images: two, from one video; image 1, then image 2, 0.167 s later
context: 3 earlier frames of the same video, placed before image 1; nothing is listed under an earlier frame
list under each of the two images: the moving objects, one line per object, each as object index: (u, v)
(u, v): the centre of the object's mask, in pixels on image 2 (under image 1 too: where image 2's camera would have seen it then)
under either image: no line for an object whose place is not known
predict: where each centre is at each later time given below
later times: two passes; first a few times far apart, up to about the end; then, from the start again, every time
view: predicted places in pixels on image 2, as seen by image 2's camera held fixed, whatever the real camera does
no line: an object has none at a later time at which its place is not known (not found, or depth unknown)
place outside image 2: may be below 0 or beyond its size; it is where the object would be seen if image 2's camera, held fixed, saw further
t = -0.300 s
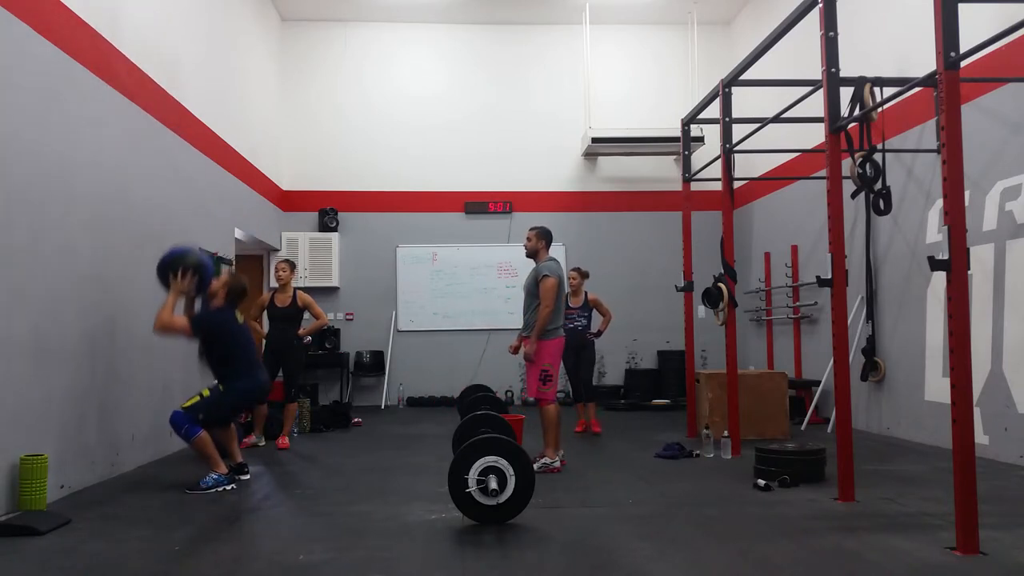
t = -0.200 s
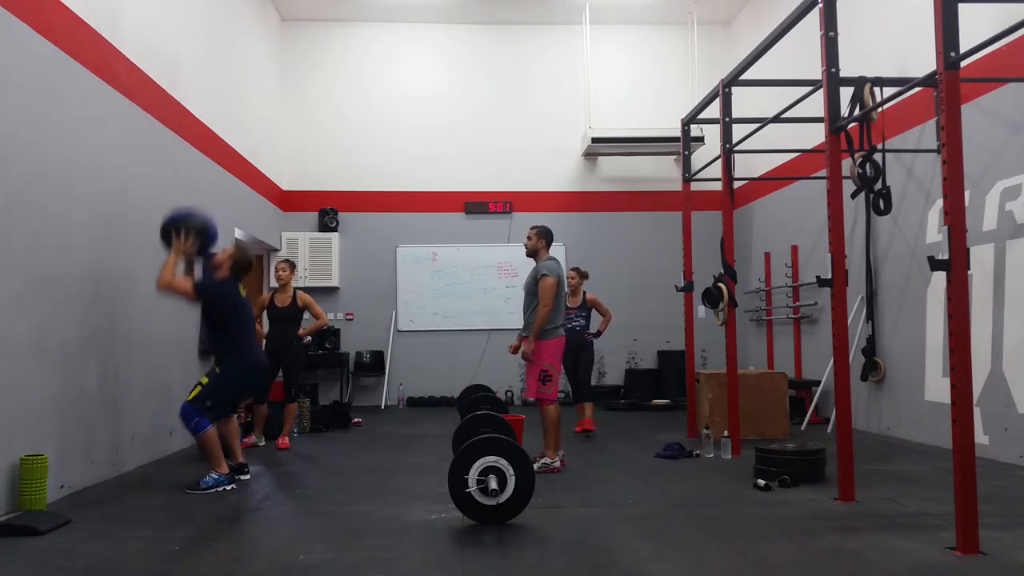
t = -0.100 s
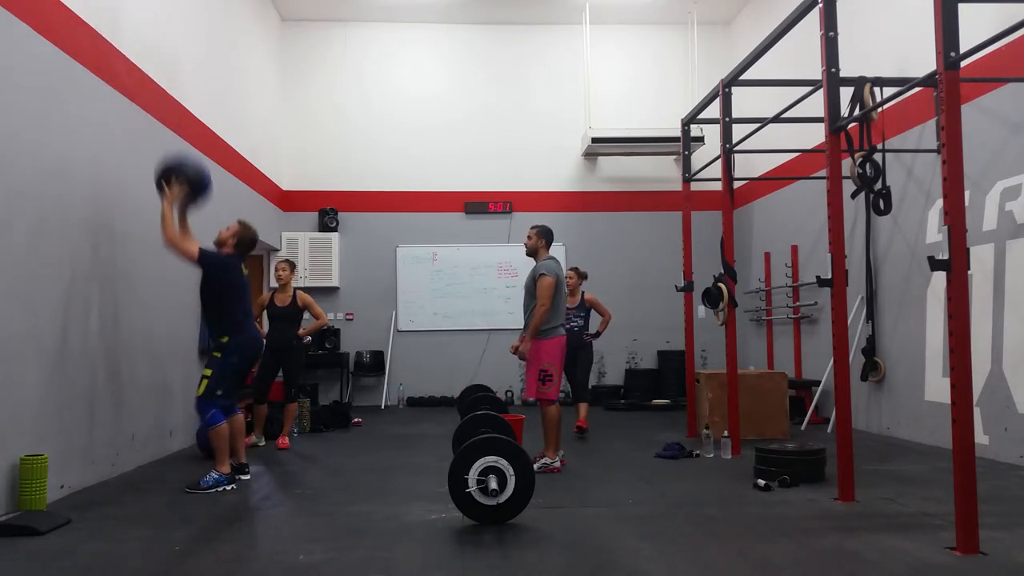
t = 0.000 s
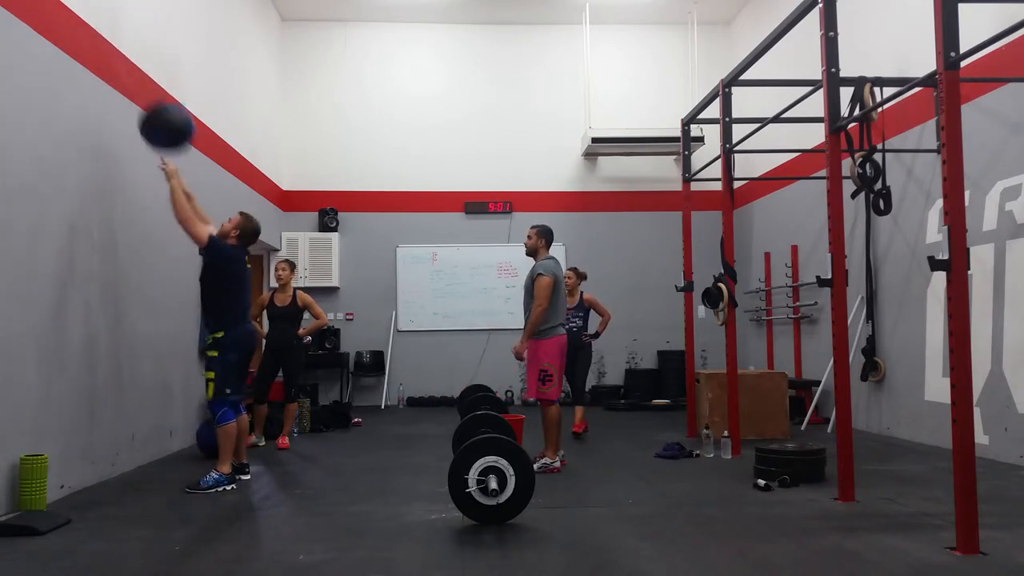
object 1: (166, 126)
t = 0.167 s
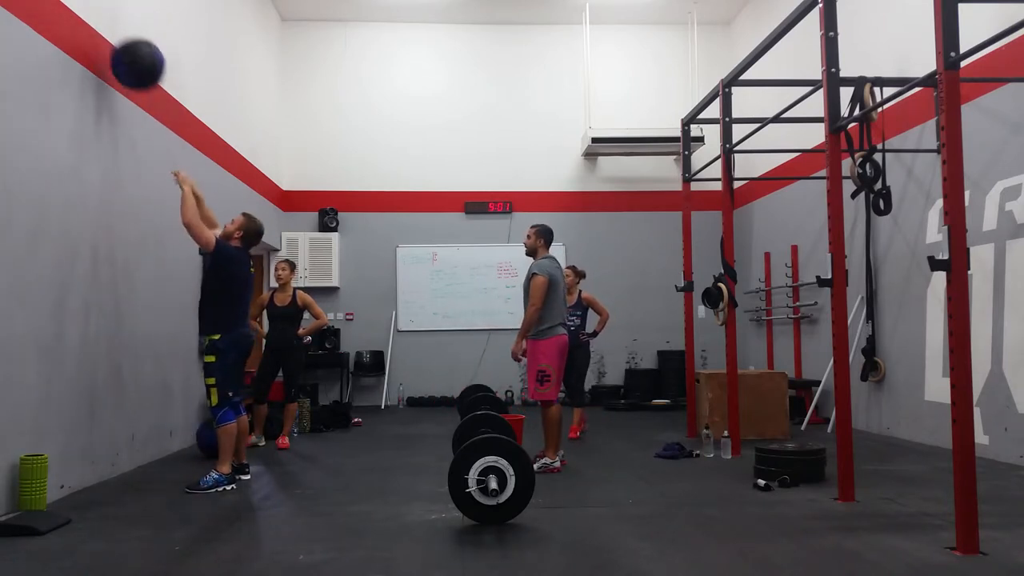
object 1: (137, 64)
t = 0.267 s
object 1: (123, 47)
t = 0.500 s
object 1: (152, 67)
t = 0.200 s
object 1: (131, 56)
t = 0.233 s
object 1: (125, 50)
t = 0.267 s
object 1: (123, 47)
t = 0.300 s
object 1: (126, 45)
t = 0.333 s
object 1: (131, 45)
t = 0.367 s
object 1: (135, 46)
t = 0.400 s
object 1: (140, 49)
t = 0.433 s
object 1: (144, 53)
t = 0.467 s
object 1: (148, 60)
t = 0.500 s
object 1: (152, 67)
